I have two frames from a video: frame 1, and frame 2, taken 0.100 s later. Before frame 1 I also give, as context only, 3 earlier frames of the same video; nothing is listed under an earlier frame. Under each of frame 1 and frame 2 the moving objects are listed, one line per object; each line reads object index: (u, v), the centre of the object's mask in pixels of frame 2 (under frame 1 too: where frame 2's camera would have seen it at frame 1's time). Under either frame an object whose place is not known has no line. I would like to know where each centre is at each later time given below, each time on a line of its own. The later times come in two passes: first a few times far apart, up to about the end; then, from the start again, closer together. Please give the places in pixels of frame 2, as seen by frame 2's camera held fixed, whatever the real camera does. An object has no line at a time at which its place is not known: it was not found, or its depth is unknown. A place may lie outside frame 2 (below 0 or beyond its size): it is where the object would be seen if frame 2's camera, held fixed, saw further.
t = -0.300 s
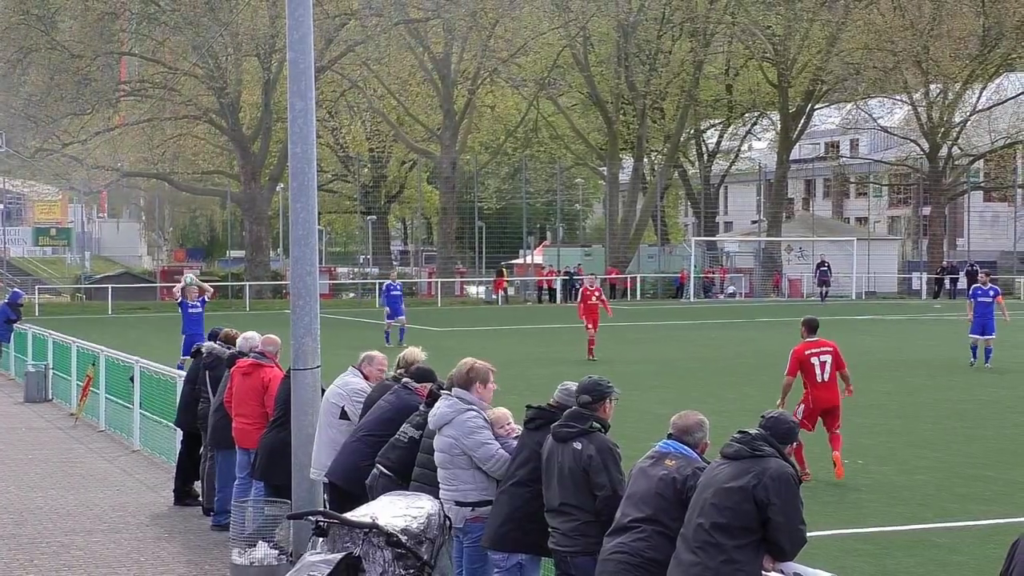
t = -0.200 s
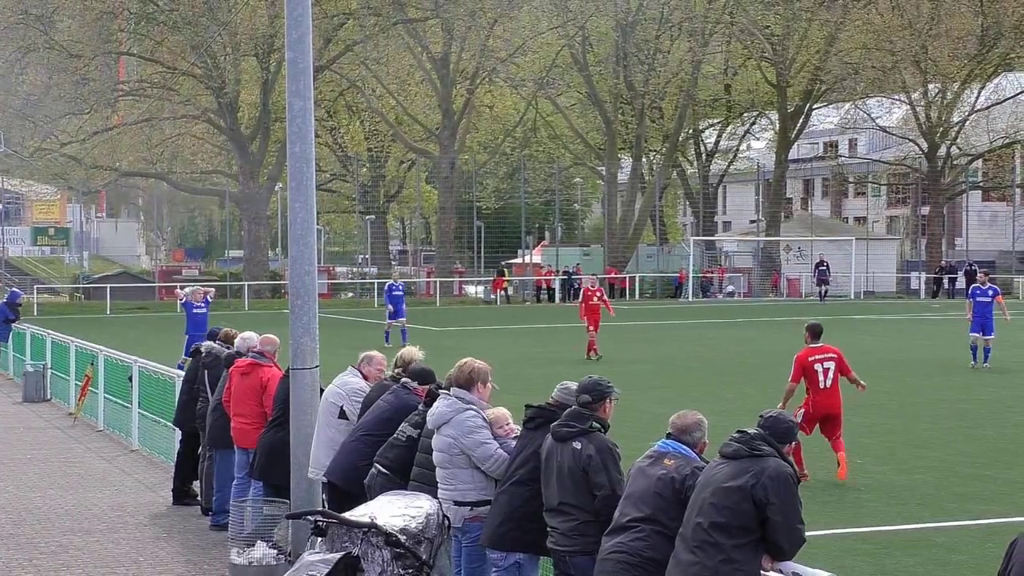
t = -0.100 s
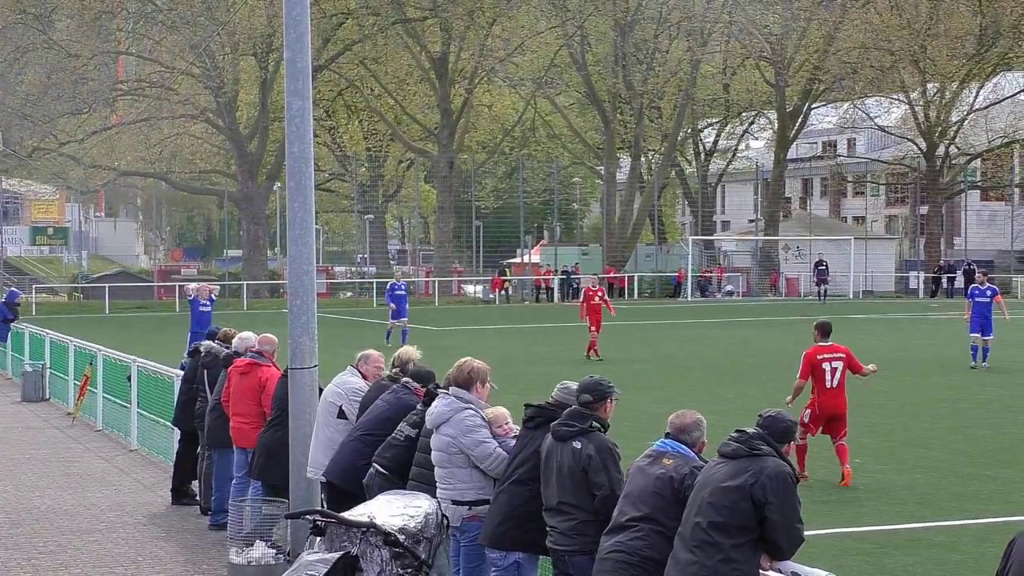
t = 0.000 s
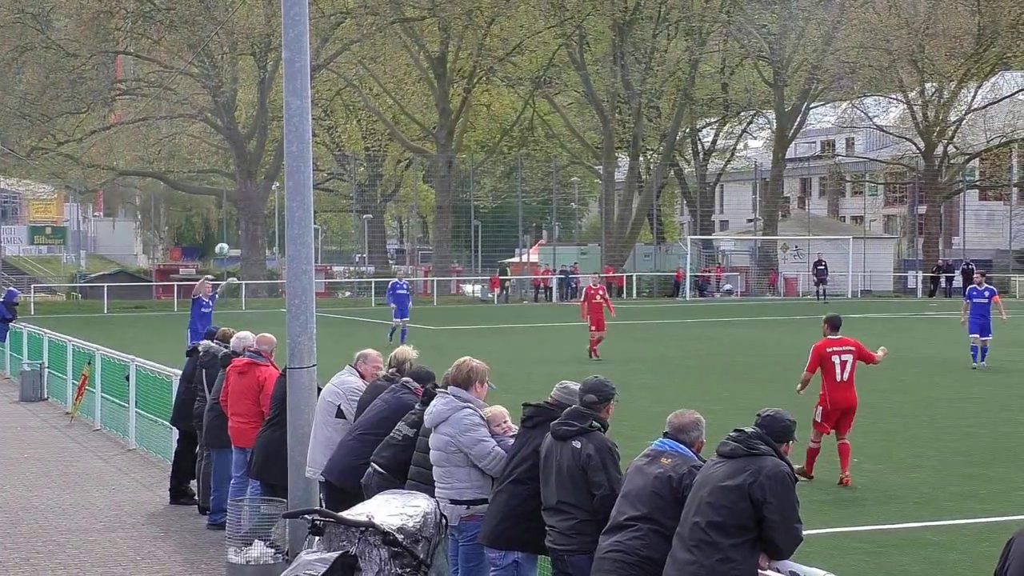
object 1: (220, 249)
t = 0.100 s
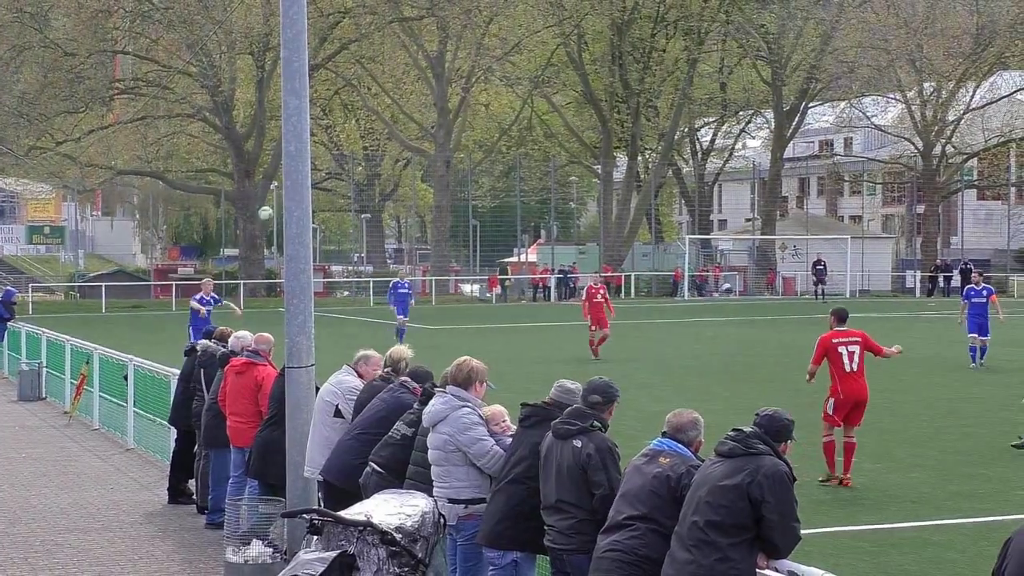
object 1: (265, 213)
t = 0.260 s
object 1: (343, 166)
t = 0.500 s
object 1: (471, 122)
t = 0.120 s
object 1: (275, 207)
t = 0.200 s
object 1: (315, 182)
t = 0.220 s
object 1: (323, 176)
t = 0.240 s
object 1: (333, 171)
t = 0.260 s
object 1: (343, 166)
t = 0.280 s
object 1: (353, 161)
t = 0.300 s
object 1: (363, 156)
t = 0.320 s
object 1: (374, 152)
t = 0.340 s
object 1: (384, 147)
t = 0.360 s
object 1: (395, 142)
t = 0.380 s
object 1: (405, 138)
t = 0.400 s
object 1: (416, 135)
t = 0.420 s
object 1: (427, 132)
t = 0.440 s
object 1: (438, 129)
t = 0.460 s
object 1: (448, 126)
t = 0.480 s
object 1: (459, 124)
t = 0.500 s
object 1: (471, 122)
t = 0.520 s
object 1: (481, 119)
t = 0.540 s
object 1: (493, 118)
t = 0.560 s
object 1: (504, 115)
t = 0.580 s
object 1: (516, 114)
